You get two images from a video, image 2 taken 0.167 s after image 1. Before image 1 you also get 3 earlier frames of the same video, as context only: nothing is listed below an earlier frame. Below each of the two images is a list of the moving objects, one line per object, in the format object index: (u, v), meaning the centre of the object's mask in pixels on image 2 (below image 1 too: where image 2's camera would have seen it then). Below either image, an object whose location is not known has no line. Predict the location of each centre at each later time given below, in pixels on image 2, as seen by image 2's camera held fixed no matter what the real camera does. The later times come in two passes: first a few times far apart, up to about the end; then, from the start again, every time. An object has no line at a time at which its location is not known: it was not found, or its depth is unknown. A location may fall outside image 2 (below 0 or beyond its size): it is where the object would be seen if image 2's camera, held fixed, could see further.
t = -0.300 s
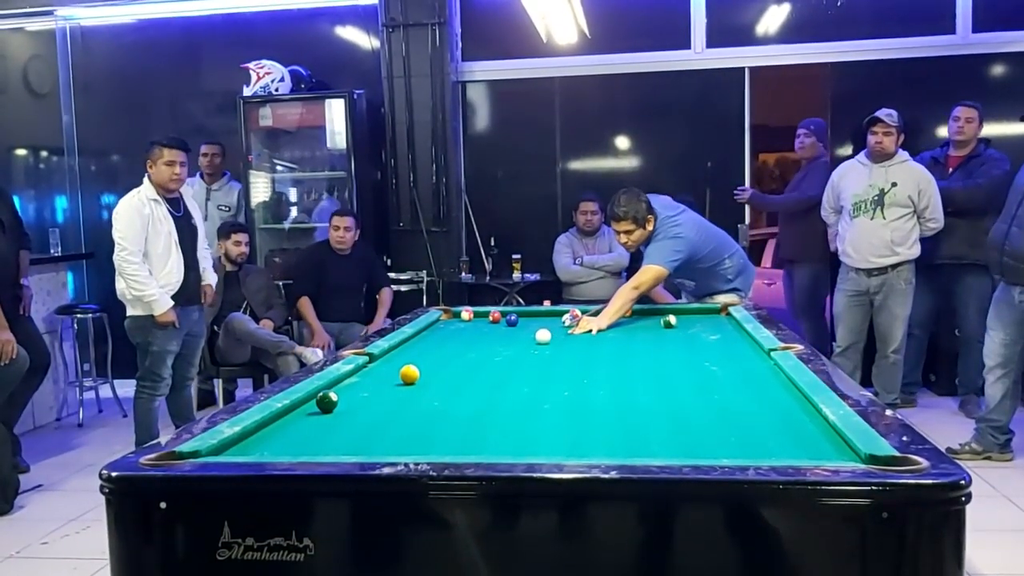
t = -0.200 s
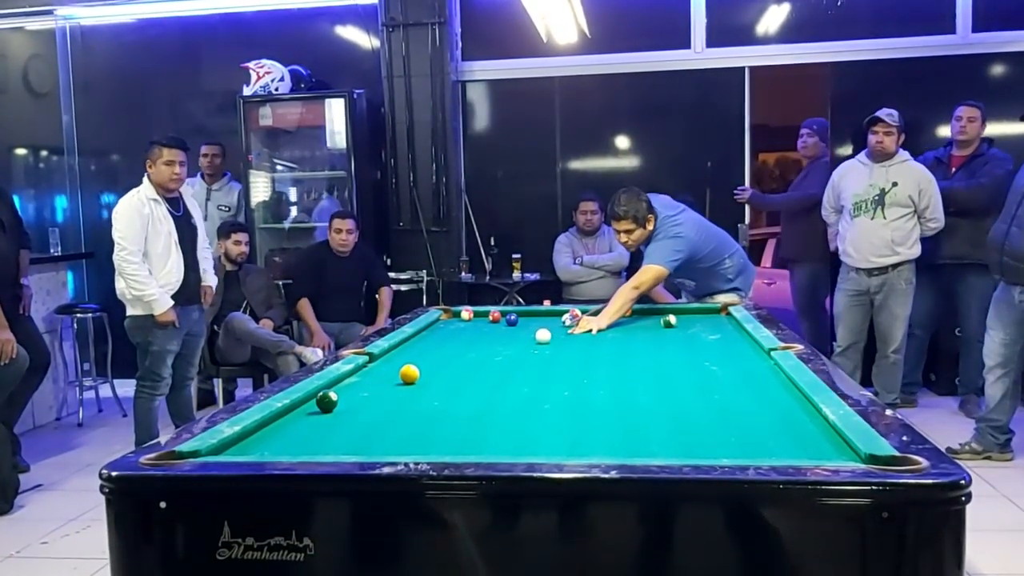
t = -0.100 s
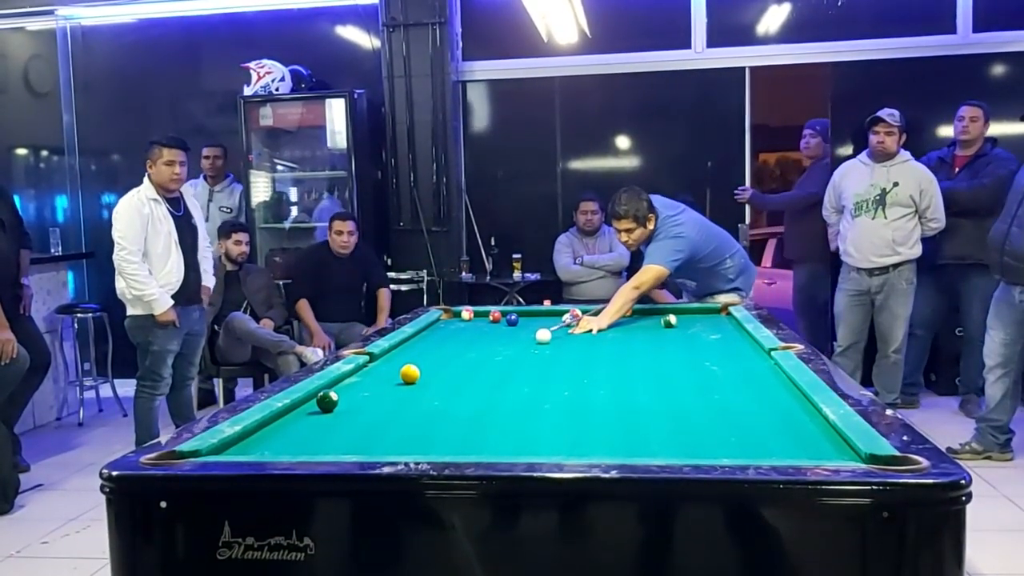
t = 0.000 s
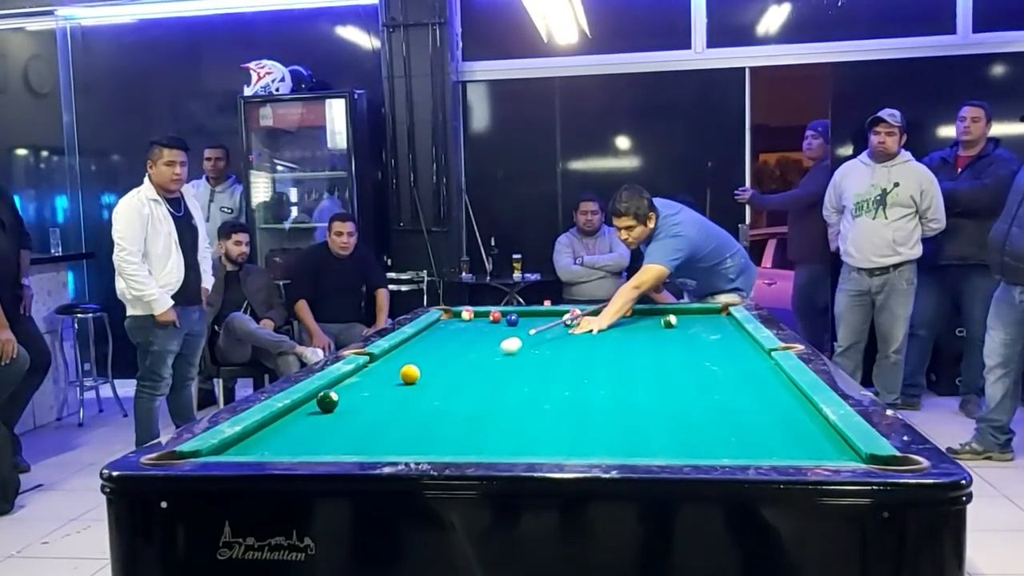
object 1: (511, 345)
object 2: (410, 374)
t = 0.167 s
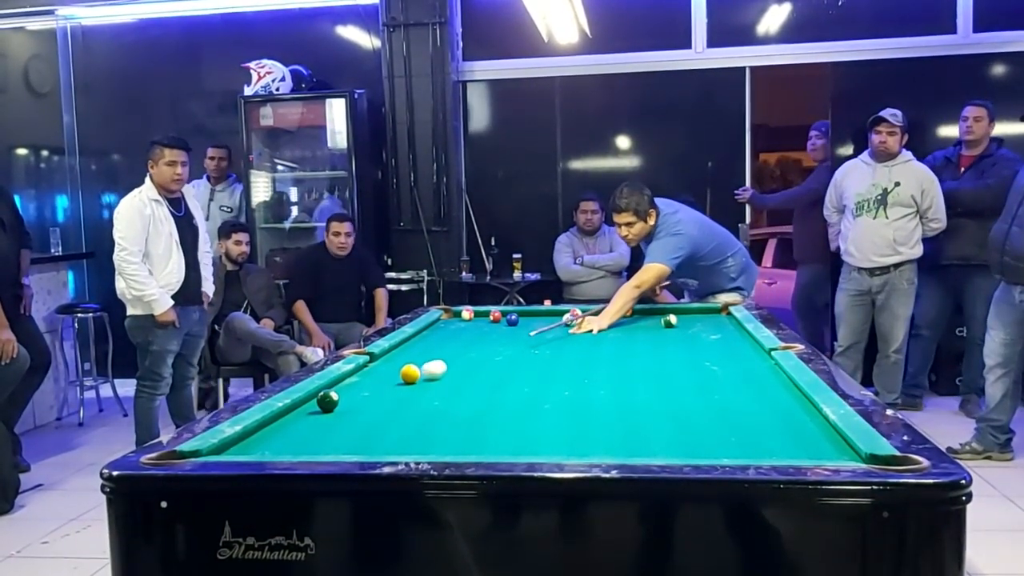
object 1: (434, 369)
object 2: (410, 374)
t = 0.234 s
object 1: (437, 376)
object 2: (374, 377)
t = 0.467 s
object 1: (447, 405)
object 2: (392, 386)
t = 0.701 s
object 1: (443, 446)
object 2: (461, 393)
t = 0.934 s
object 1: (451, 430)
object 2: (534, 402)
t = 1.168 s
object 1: (461, 407)
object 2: (613, 411)
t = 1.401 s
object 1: (469, 388)
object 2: (699, 421)
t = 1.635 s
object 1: (475, 373)
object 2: (792, 432)
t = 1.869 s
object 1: (481, 361)
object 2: (795, 439)
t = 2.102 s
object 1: (485, 351)
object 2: (740, 444)
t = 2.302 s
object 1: (488, 343)
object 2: (695, 446)
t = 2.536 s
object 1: (491, 336)
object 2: (647, 448)
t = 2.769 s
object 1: (494, 329)
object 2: (602, 449)
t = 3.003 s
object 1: (496, 324)
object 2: (560, 451)
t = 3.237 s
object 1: (498, 319)
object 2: (526, 451)
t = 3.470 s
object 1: (502, 316)
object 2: (502, 450)
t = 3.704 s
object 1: (509, 313)
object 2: (483, 449)
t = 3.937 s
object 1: (516, 312)
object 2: (466, 448)
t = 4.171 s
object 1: (519, 312)
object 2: (454, 448)
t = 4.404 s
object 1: (522, 312)
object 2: (445, 447)
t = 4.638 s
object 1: (522, 312)
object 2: (441, 447)
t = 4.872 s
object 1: (522, 312)
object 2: (442, 447)
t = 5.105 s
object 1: (522, 312)
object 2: (442, 447)
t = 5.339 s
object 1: (522, 312)
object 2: (442, 447)
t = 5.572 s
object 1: (522, 312)
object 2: (444, 447)
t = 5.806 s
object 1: (522, 312)
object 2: (444, 447)
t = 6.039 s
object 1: (522, 312)
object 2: (444, 447)
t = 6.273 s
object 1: (522, 312)
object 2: (444, 447)
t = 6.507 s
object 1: (522, 313)
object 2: (444, 447)
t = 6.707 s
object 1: (522, 312)
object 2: (444, 447)
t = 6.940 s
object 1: (522, 312)
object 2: (444, 447)
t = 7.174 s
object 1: (521, 312)
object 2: (444, 447)
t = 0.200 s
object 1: (432, 373)
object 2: (395, 374)
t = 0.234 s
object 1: (437, 376)
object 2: (374, 377)
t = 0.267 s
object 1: (441, 380)
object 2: (353, 379)
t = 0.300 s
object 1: (444, 383)
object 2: (344, 381)
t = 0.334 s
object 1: (446, 387)
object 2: (355, 382)
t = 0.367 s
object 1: (447, 391)
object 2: (364, 383)
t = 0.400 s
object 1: (447, 396)
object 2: (373, 384)
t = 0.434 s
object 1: (447, 401)
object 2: (383, 385)
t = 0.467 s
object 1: (447, 405)
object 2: (392, 386)
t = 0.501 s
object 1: (447, 411)
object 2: (402, 387)
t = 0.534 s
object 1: (446, 417)
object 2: (411, 388)
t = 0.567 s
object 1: (445, 422)
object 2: (421, 389)
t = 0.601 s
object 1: (445, 429)
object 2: (431, 390)
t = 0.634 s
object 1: (444, 435)
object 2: (441, 391)
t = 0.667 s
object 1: (444, 441)
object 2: (451, 392)
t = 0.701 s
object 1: (443, 446)
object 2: (461, 393)
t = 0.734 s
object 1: (443, 449)
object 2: (471, 395)
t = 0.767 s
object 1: (444, 448)
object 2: (481, 396)
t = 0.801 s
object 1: (445, 445)
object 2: (492, 397)
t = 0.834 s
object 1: (447, 442)
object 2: (502, 398)
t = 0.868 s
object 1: (448, 438)
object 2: (512, 399)
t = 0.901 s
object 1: (450, 434)
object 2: (523, 400)
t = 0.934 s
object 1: (451, 430)
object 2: (534, 402)
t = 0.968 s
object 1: (453, 426)
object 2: (545, 403)
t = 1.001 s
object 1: (454, 423)
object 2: (556, 405)
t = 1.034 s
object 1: (456, 419)
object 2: (567, 406)
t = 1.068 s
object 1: (457, 416)
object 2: (578, 407)
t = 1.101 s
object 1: (458, 413)
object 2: (590, 408)
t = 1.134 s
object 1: (460, 410)
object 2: (601, 410)
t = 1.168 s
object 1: (461, 407)
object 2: (613, 411)
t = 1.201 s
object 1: (462, 404)
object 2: (625, 413)
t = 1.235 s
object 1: (463, 401)
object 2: (637, 414)
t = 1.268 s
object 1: (464, 398)
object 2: (649, 415)
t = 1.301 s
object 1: (465, 396)
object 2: (661, 417)
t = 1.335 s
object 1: (467, 393)
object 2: (674, 418)
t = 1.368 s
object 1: (468, 391)
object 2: (686, 420)
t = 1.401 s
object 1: (469, 388)
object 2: (699, 421)
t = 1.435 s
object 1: (470, 386)
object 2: (712, 423)
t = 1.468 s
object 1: (471, 384)
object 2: (725, 424)
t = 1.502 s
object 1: (472, 381)
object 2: (738, 425)
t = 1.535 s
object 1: (473, 379)
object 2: (750, 427)
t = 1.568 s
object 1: (473, 377)
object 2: (763, 429)
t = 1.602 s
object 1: (474, 375)
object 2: (777, 430)
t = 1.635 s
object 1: (475, 373)
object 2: (792, 432)
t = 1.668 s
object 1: (476, 371)
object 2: (806, 433)
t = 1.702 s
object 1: (477, 369)
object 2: (820, 435)
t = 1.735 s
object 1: (478, 367)
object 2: (828, 437)
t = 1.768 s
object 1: (478, 365)
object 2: (820, 437)
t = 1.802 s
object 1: (479, 363)
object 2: (812, 438)
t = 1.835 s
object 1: (480, 362)
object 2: (804, 439)
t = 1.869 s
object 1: (481, 361)
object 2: (795, 439)
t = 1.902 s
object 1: (481, 359)
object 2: (786, 440)
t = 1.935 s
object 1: (482, 358)
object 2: (778, 441)
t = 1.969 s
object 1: (483, 356)
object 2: (770, 441)
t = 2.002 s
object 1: (483, 355)
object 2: (763, 442)
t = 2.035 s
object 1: (484, 353)
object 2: (755, 443)
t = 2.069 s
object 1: (485, 352)
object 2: (747, 443)
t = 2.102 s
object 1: (485, 351)
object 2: (740, 444)
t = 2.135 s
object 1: (486, 349)
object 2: (732, 444)
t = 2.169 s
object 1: (486, 348)
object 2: (725, 445)
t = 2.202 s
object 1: (487, 347)
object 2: (717, 445)
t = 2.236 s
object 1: (487, 346)
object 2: (710, 446)
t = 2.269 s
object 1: (488, 344)
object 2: (703, 446)
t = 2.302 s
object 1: (488, 343)
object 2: (695, 446)
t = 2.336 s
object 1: (489, 342)
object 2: (688, 447)
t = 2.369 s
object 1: (489, 341)
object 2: (681, 447)
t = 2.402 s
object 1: (490, 340)
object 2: (674, 447)
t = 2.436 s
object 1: (490, 339)
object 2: (667, 448)
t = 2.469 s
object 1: (490, 338)
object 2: (661, 448)
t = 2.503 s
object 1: (491, 337)
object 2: (654, 448)
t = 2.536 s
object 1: (491, 336)
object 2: (647, 448)
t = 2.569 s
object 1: (491, 335)
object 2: (640, 448)
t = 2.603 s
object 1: (492, 334)
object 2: (633, 449)
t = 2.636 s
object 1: (492, 333)
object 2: (627, 449)
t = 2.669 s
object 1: (493, 332)
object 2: (621, 449)
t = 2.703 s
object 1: (493, 331)
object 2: (615, 449)
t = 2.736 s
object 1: (493, 330)
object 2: (608, 449)
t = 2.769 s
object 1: (494, 329)
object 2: (602, 449)
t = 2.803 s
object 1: (494, 328)
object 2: (596, 450)
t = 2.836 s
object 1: (494, 327)
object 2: (589, 450)
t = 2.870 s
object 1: (494, 327)
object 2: (584, 450)
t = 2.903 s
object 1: (495, 326)
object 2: (578, 450)
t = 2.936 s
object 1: (495, 325)
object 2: (572, 451)
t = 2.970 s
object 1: (495, 324)
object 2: (566, 451)
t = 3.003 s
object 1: (496, 324)
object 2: (560, 451)
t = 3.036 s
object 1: (496, 323)
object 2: (555, 451)
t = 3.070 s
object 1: (496, 322)
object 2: (549, 451)
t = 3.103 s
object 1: (497, 322)
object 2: (544, 451)
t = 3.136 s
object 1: (497, 321)
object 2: (538, 451)
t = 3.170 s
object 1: (497, 320)
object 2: (533, 451)
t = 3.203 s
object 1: (497, 319)
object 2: (530, 451)
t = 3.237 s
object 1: (498, 319)
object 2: (526, 451)
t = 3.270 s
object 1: (498, 318)
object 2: (522, 451)
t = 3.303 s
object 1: (498, 318)
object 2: (519, 450)
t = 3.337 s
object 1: (499, 317)
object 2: (515, 450)
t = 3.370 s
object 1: (500, 317)
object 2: (512, 450)
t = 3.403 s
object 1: (501, 317)
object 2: (508, 450)
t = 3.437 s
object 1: (502, 316)
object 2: (506, 450)
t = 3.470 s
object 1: (502, 316)
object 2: (502, 450)
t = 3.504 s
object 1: (503, 316)
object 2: (499, 450)
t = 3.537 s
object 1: (504, 315)
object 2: (496, 449)
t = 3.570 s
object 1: (504, 315)
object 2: (494, 449)
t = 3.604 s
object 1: (505, 314)
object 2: (491, 449)
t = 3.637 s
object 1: (506, 313)
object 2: (488, 449)
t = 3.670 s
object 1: (507, 313)
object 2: (485, 449)
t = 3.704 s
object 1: (509, 313)
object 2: (483, 449)
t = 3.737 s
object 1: (510, 312)
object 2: (480, 449)
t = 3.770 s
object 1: (511, 312)
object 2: (478, 449)
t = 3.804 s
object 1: (513, 312)
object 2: (475, 449)
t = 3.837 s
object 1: (514, 312)
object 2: (473, 448)
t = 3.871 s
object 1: (514, 312)
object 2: (471, 448)
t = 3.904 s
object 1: (515, 312)
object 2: (468, 448)
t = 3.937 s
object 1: (516, 312)
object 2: (466, 448)
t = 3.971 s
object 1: (517, 312)
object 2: (464, 448)
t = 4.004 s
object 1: (517, 312)
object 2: (462, 448)
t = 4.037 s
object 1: (518, 312)
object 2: (460, 448)
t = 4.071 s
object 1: (518, 312)
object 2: (458, 448)
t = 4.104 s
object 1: (519, 312)
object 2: (457, 448)
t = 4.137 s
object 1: (519, 312)
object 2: (455, 448)
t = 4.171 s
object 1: (519, 312)
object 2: (454, 448)
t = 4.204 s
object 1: (520, 312)
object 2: (452, 448)
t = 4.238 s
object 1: (520, 312)
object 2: (451, 448)
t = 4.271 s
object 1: (521, 312)
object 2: (450, 448)
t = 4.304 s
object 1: (521, 312)
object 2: (448, 448)
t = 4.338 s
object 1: (521, 312)
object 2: (447, 447)
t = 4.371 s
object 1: (521, 312)
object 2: (446, 447)
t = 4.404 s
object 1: (522, 312)
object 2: (445, 447)
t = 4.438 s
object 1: (522, 312)
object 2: (444, 447)
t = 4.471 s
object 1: (522, 312)
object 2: (444, 447)
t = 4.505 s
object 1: (522, 312)
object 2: (443, 447)
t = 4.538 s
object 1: (522, 312)
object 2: (442, 447)
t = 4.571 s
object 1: (522, 312)
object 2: (442, 447)
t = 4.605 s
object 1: (522, 312)
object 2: (441, 447)
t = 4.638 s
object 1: (522, 312)
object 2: (441, 447)
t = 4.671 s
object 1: (522, 312)
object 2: (441, 447)
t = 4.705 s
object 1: (522, 312)
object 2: (441, 447)
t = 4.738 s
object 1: (522, 312)
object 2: (441, 447)
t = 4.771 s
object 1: (522, 312)
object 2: (441, 447)
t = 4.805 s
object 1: (522, 312)
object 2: (441, 447)
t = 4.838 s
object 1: (522, 312)
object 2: (442, 447)
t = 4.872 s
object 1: (522, 312)
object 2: (442, 447)
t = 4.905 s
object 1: (522, 312)
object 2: (442, 447)
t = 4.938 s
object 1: (522, 312)
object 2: (442, 447)
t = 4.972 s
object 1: (522, 312)
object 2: (442, 447)
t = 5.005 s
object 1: (522, 312)
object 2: (442, 447)
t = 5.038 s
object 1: (522, 312)
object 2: (442, 447)
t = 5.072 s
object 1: (522, 312)
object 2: (442, 447)
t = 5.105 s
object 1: (522, 312)
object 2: (442, 447)
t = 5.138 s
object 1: (522, 312)
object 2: (442, 447)
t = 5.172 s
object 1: (522, 312)
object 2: (442, 447)
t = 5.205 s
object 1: (522, 312)
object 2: (442, 447)
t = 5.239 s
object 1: (522, 312)
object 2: (442, 447)
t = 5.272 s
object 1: (522, 312)
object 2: (442, 447)
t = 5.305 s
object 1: (522, 312)
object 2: (442, 447)
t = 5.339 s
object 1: (522, 312)
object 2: (442, 447)
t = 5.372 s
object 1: (522, 312)
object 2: (442, 447)
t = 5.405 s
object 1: (522, 312)
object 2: (442, 447)
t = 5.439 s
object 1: (522, 312)
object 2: (442, 447)
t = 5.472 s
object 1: (522, 312)
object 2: (443, 447)
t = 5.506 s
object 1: (522, 312)
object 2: (443, 447)
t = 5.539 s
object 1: (522, 313)
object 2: (444, 447)
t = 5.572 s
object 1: (522, 312)
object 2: (444, 447)
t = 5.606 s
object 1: (522, 312)
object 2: (444, 447)
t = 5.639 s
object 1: (522, 313)
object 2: (444, 447)
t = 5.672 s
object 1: (522, 312)
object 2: (443, 447)
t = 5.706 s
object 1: (522, 312)
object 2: (443, 447)
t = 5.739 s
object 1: (522, 312)
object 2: (443, 447)
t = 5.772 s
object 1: (522, 312)
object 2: (444, 447)
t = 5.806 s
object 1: (522, 312)
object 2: (444, 447)
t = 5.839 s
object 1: (522, 312)
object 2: (444, 447)
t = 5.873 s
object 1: (522, 312)
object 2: (444, 447)
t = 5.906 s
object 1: (522, 312)
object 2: (444, 447)
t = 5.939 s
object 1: (522, 312)
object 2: (444, 447)
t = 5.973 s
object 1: (522, 312)
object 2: (443, 447)
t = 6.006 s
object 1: (522, 313)
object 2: (444, 447)
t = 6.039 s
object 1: (522, 312)
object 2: (444, 447)
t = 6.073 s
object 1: (522, 313)
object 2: (443, 447)
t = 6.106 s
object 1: (522, 312)
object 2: (443, 447)
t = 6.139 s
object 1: (522, 313)
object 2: (443, 447)
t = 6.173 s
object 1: (522, 313)
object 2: (443, 447)
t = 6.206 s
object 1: (522, 313)
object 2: (443, 447)
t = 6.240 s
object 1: (522, 313)
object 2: (444, 447)
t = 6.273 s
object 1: (522, 312)
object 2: (444, 447)
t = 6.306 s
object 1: (522, 312)
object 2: (444, 447)
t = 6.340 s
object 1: (522, 312)
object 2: (444, 447)
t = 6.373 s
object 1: (522, 313)
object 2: (444, 447)
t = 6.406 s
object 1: (522, 312)
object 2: (444, 447)
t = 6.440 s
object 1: (522, 312)
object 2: (444, 448)
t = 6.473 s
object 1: (522, 312)
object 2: (444, 447)
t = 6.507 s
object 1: (522, 313)
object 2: (444, 447)
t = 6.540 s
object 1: (522, 312)
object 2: (444, 447)
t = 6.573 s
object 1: (522, 312)
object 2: (444, 447)
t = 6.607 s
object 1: (522, 312)
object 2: (444, 447)
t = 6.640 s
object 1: (522, 312)
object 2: (443, 447)
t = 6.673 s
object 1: (522, 312)
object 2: (444, 447)
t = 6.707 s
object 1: (522, 312)
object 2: (444, 447)
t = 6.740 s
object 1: (522, 313)
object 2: (444, 447)
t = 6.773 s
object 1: (522, 313)
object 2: (444, 447)
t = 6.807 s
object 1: (522, 312)
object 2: (444, 447)
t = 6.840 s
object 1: (522, 312)
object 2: (444, 447)
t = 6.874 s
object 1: (522, 312)
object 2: (444, 448)
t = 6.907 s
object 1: (522, 312)
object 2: (444, 447)
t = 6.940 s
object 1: (522, 312)
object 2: (444, 447)
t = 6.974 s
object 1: (522, 312)
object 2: (444, 447)
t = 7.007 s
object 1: (522, 312)
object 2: (444, 447)
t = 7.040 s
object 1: (522, 312)
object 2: (444, 447)
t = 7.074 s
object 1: (522, 313)
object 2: (444, 447)
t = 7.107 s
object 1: (522, 312)
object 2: (444, 447)
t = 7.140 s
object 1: (522, 312)
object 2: (444, 447)
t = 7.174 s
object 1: (521, 312)
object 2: (444, 447)
